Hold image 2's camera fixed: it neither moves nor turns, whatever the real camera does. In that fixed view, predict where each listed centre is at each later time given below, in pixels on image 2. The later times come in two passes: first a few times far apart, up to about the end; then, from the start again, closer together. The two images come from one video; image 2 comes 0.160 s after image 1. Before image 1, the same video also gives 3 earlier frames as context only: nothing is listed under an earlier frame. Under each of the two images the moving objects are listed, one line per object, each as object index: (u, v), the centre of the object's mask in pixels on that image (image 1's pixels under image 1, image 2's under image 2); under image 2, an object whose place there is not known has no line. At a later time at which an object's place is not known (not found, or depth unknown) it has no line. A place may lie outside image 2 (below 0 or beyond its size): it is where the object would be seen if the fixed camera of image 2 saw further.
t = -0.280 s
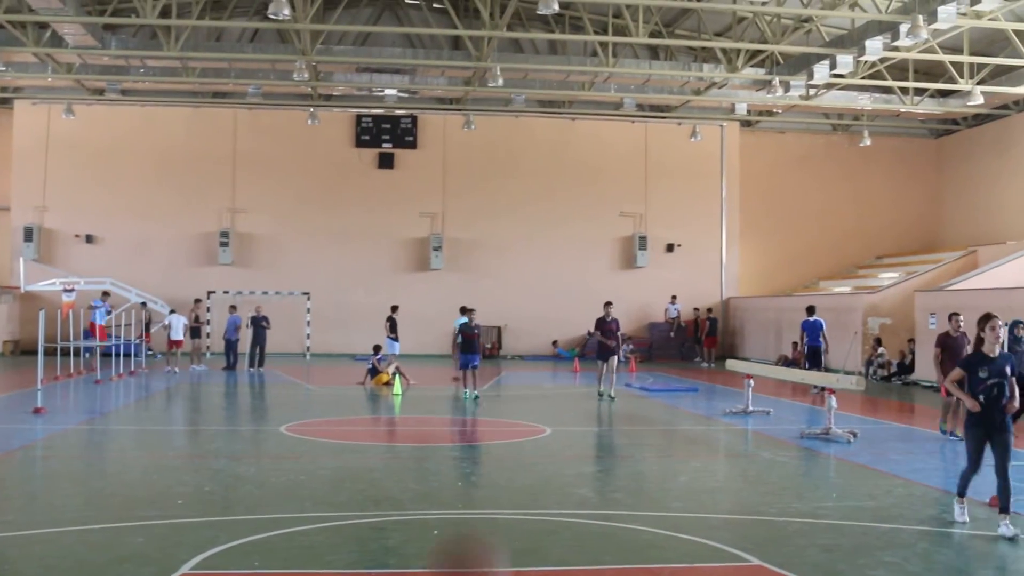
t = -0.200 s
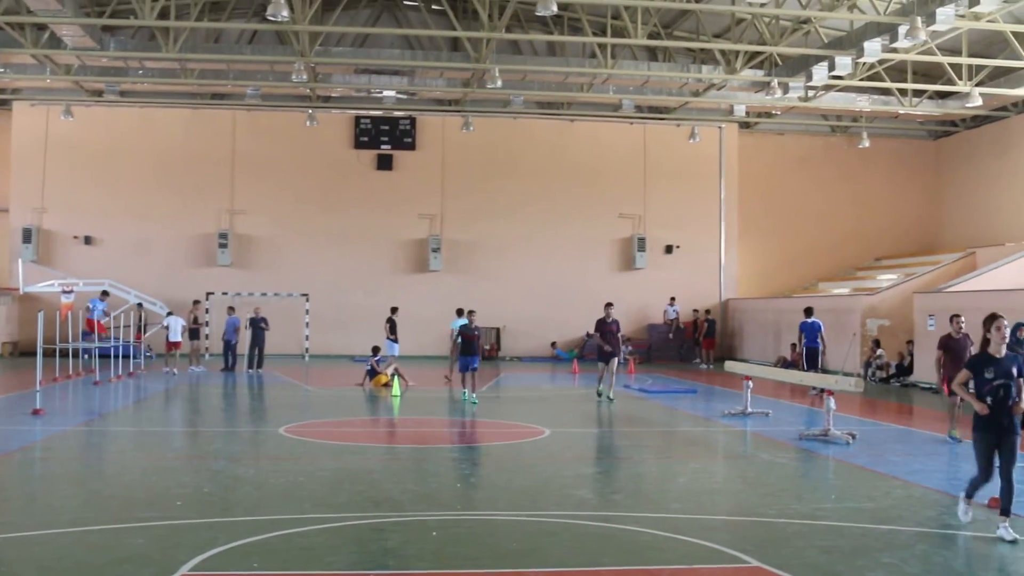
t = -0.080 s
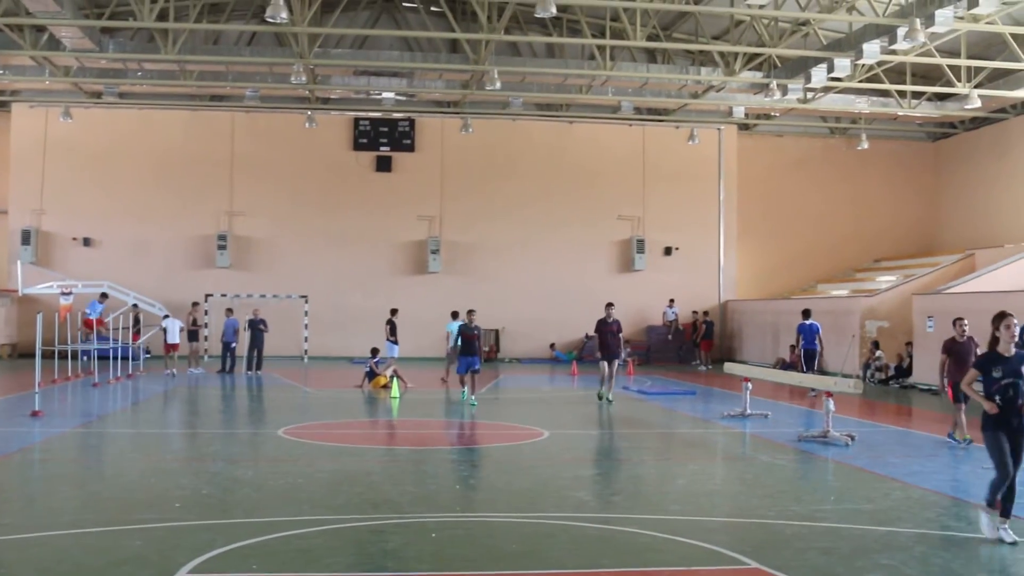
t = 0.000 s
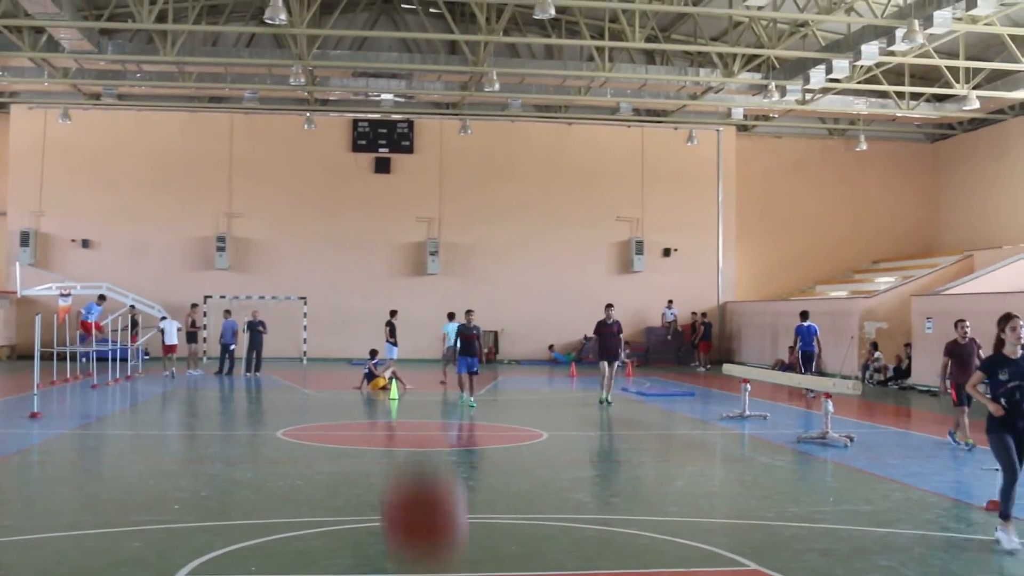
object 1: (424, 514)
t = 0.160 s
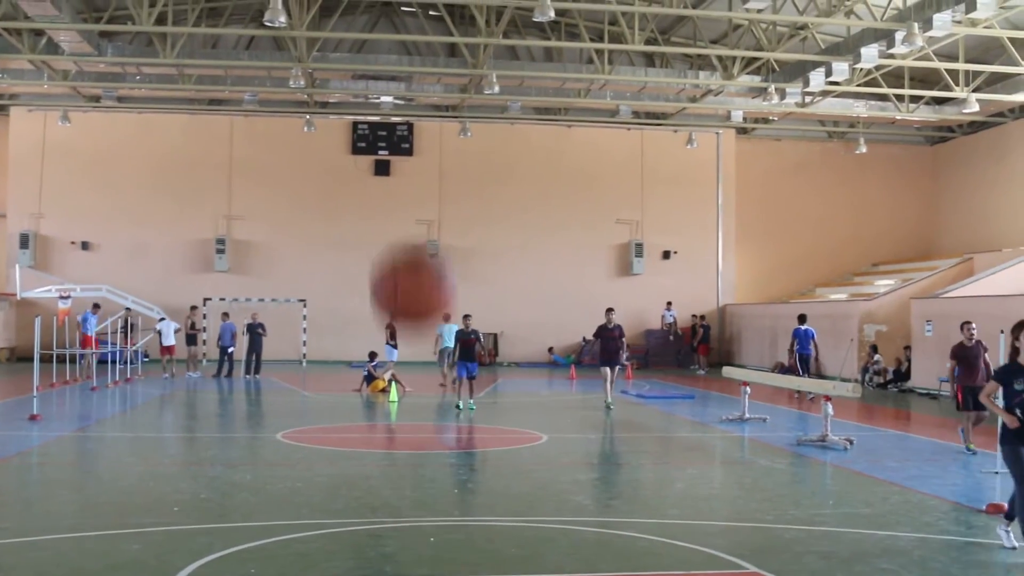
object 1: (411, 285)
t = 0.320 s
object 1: (404, 146)
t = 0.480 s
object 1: (395, 91)
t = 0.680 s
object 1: (379, 146)
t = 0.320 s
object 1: (404, 146)
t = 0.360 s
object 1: (403, 124)
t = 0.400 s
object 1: (400, 108)
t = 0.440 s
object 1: (397, 97)
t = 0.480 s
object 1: (395, 91)
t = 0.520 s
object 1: (392, 91)
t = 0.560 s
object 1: (389, 97)
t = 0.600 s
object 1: (386, 107)
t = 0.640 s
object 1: (381, 125)
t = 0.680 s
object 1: (379, 146)
